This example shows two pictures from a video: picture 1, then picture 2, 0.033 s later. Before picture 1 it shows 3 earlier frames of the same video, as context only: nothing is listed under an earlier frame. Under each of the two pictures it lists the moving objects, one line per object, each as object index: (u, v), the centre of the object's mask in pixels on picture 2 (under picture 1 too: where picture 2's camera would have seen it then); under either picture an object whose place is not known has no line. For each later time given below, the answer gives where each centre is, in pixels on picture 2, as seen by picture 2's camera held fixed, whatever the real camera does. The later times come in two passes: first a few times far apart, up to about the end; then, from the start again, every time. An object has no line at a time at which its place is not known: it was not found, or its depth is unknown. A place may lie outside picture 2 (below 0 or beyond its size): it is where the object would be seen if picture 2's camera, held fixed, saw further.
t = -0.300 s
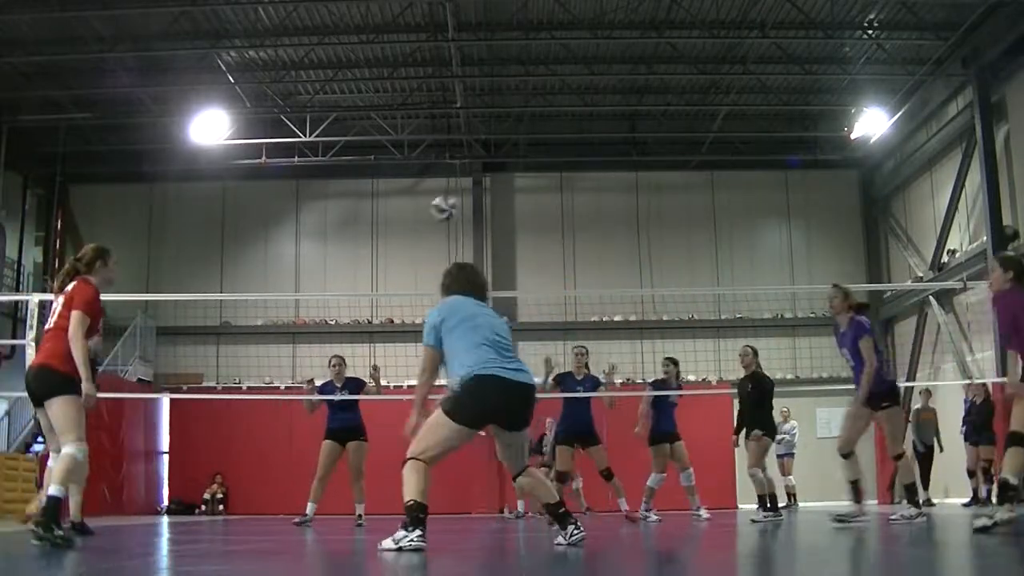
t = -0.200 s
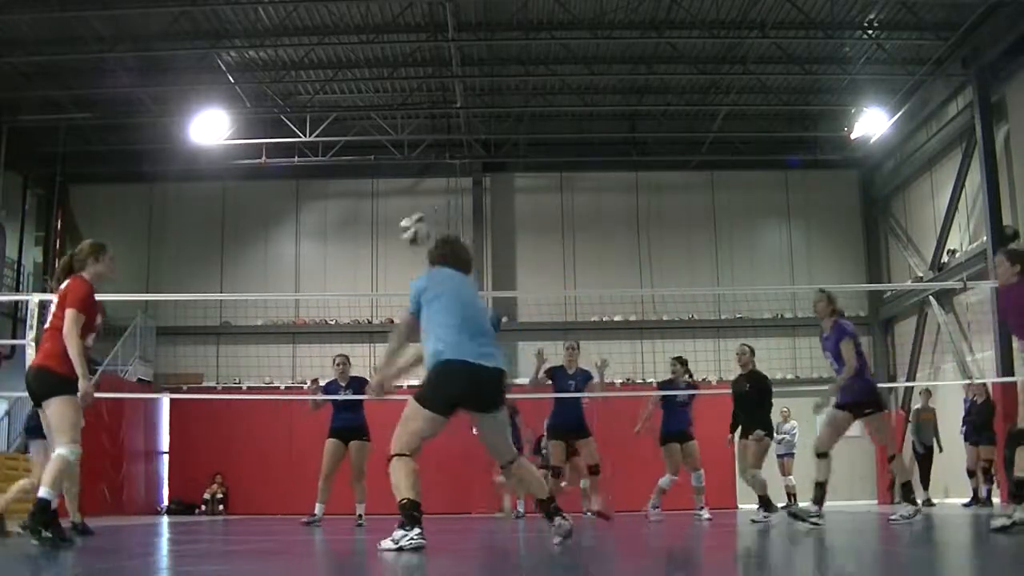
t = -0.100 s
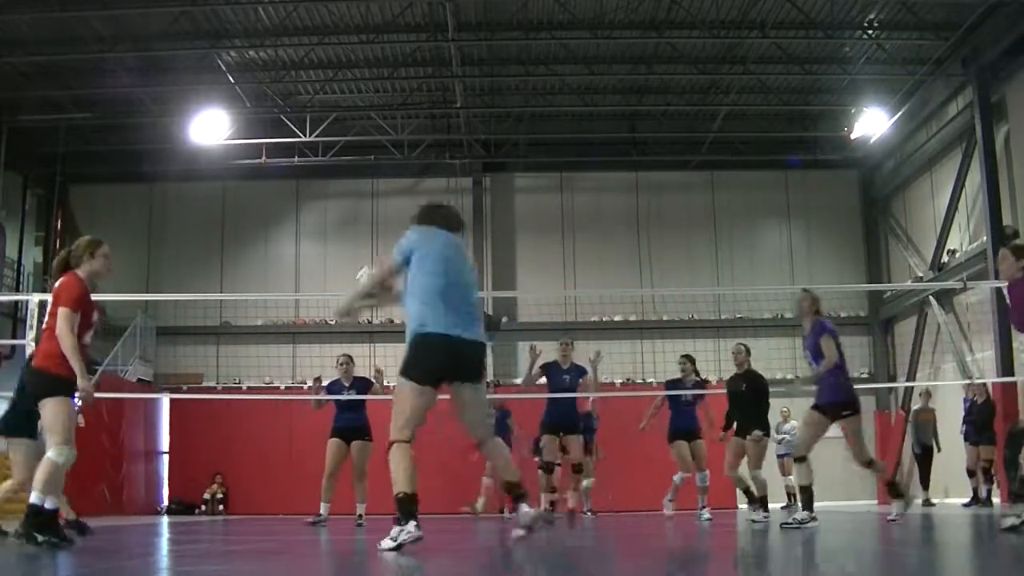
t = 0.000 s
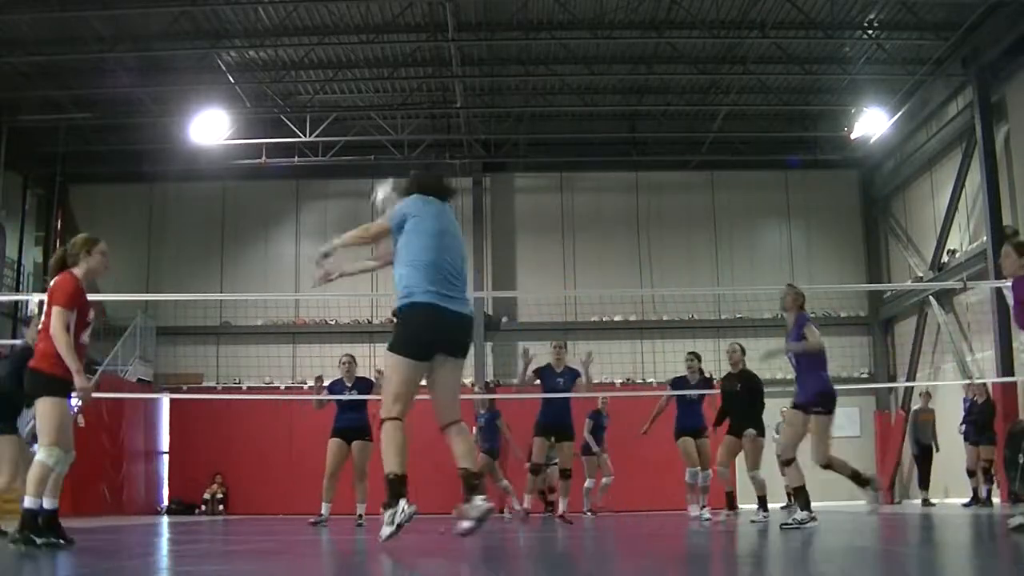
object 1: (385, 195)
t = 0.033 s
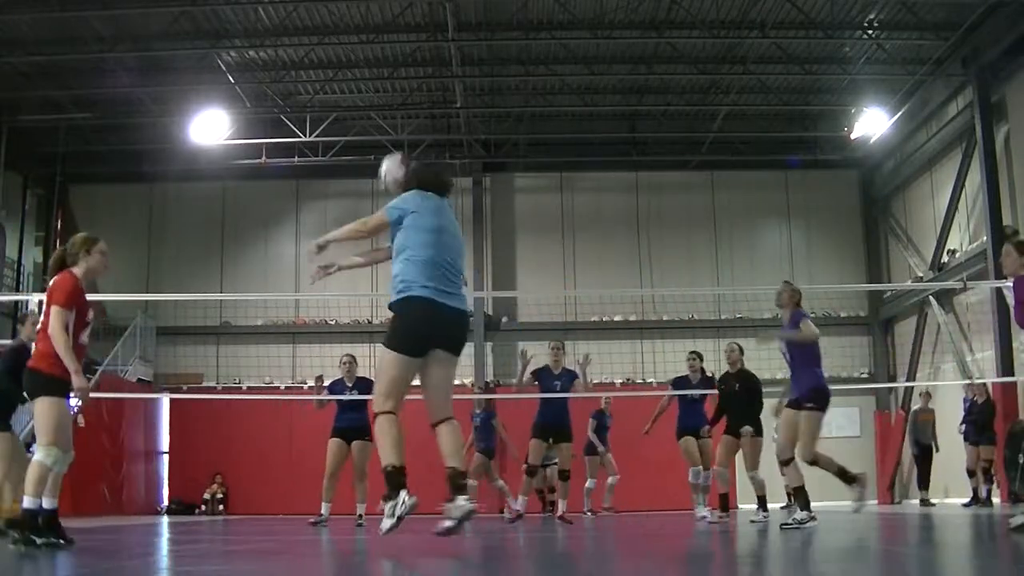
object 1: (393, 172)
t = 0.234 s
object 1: (430, 68)
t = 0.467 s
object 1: (462, 36)
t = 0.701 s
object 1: (488, 71)
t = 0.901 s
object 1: (509, 148)
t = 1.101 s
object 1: (527, 259)
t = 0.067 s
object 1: (402, 149)
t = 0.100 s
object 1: (408, 126)
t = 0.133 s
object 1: (414, 110)
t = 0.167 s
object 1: (420, 93)
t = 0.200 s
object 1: (425, 81)
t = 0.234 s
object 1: (430, 68)
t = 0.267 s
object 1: (435, 59)
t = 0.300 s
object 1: (440, 51)
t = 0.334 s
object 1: (444, 46)
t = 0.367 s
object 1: (448, 40)
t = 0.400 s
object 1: (453, 36)
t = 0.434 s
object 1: (458, 36)
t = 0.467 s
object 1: (462, 36)
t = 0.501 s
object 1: (466, 37)
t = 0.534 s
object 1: (470, 40)
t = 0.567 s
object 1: (474, 44)
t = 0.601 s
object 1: (478, 49)
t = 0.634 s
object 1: (481, 56)
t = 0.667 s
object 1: (484, 62)
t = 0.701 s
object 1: (488, 71)
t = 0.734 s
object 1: (492, 81)
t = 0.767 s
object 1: (495, 92)
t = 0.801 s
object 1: (499, 104)
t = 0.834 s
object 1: (502, 119)
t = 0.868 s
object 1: (506, 133)
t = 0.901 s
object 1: (509, 148)
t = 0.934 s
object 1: (511, 163)
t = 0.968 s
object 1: (510, 183)
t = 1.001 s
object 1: (516, 198)
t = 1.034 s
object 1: (520, 217)
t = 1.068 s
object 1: (520, 237)
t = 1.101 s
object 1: (527, 259)
